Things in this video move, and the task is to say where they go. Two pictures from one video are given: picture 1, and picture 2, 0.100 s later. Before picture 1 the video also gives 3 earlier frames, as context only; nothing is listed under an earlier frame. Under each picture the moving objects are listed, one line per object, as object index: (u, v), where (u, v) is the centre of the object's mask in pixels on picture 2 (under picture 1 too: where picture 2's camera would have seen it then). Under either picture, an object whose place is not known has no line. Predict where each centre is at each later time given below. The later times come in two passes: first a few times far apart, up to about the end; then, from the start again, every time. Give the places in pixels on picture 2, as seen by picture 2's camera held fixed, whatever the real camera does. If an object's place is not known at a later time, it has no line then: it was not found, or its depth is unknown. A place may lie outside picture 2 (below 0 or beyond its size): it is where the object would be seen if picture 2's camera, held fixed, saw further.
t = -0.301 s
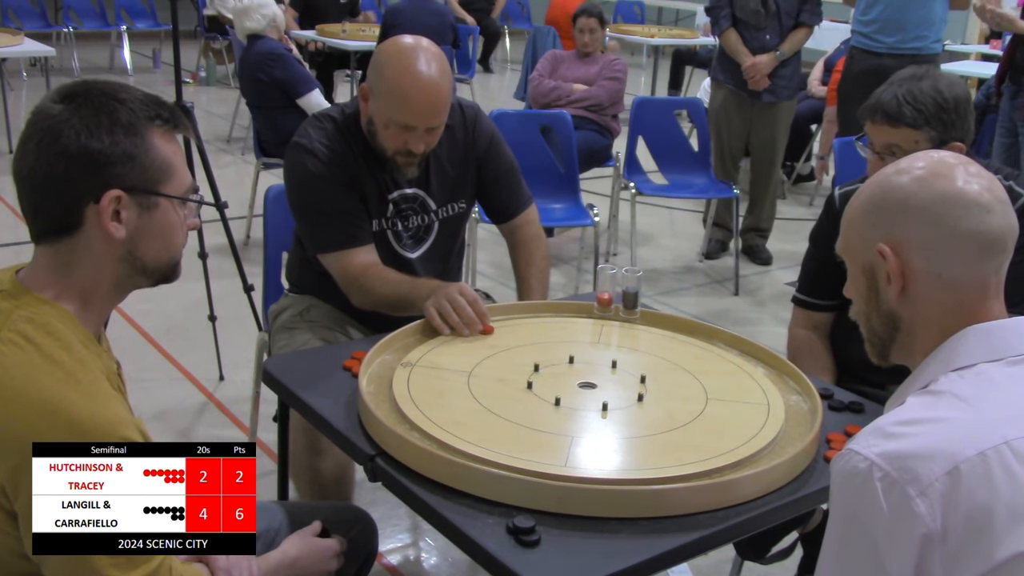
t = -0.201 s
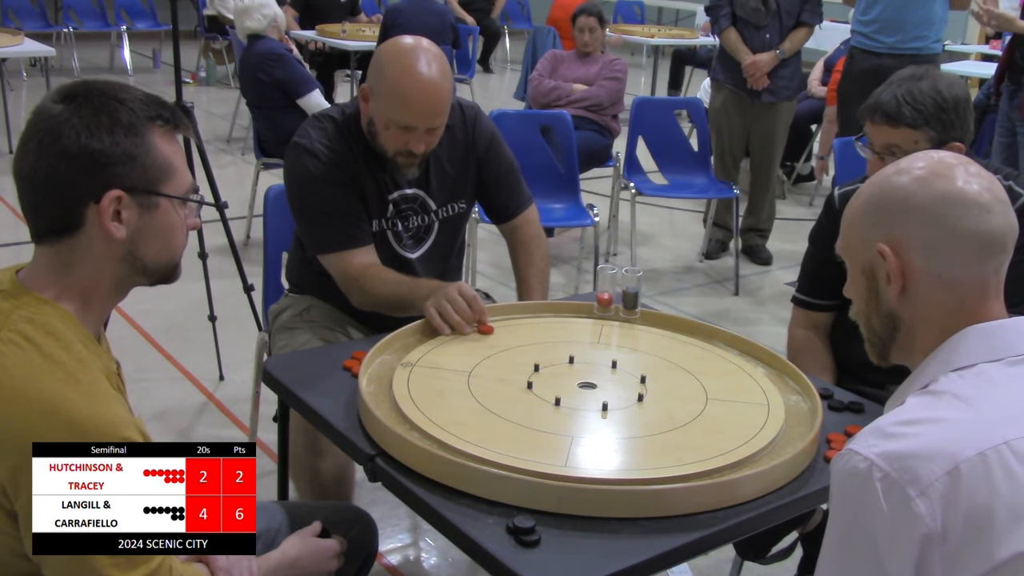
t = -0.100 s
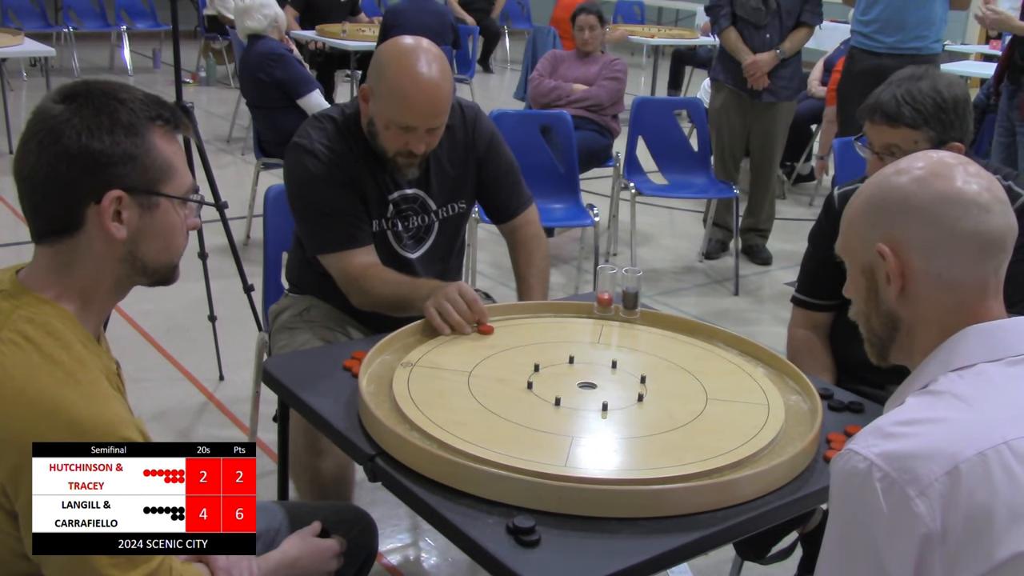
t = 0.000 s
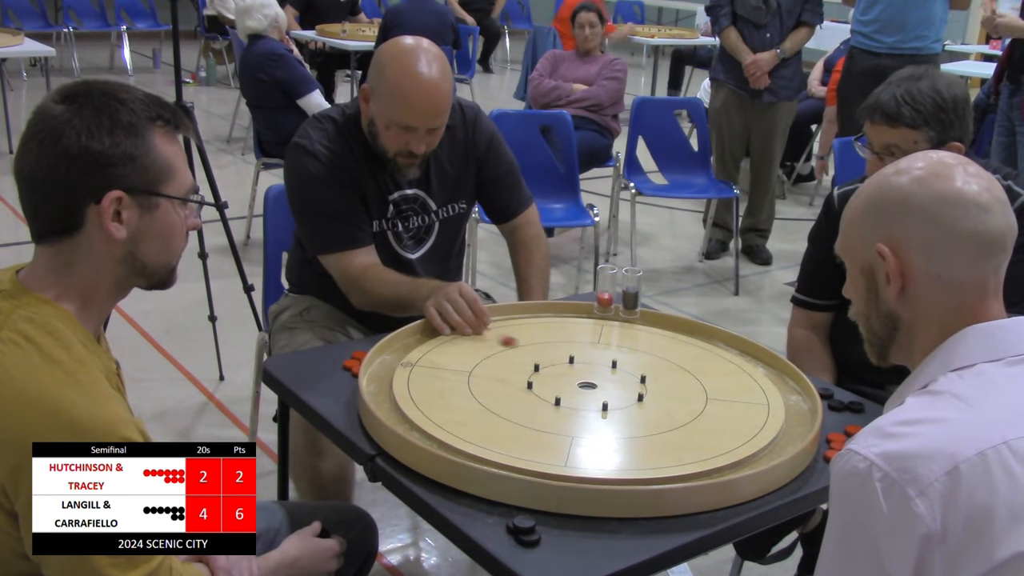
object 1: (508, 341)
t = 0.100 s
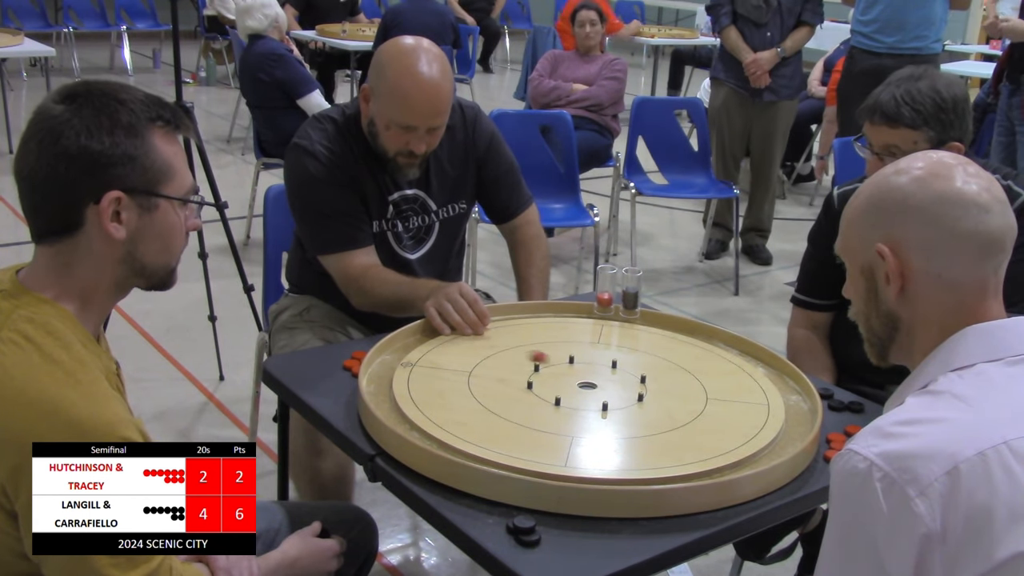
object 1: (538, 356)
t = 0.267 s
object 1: (584, 381)
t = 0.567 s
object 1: (582, 374)
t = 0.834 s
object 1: (582, 374)
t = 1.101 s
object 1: (582, 374)
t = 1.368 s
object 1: (583, 376)
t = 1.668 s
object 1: (583, 376)
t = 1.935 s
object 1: (583, 376)
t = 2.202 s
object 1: (582, 374)
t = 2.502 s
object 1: (582, 374)
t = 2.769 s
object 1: (582, 374)
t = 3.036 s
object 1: (582, 374)
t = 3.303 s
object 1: (582, 374)
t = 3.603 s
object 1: (582, 374)
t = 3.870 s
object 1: (582, 374)
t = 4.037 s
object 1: (582, 374)
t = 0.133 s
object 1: (548, 361)
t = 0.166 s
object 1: (557, 366)
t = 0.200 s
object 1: (566, 371)
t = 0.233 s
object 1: (575, 376)
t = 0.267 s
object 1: (584, 381)
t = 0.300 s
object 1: (586, 382)
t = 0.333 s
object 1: (584, 378)
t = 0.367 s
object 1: (584, 377)
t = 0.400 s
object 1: (583, 377)
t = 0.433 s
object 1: (583, 375)
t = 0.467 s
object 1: (583, 376)
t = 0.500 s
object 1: (583, 374)
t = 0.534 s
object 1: (582, 375)
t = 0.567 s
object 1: (582, 374)
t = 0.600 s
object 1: (582, 374)
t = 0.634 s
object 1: (582, 374)
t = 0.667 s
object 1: (582, 374)
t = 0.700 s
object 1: (582, 374)
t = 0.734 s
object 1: (582, 374)
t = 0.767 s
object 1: (582, 374)
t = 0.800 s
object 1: (582, 374)
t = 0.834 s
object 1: (582, 374)
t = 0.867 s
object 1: (582, 374)
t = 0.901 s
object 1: (582, 374)
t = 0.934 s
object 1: (582, 374)
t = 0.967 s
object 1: (582, 374)
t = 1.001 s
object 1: (582, 374)
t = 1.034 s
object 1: (582, 374)
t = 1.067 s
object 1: (582, 374)
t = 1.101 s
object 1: (582, 374)
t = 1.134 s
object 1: (582, 375)
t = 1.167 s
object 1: (582, 374)
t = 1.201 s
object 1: (582, 375)
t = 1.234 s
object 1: (582, 375)
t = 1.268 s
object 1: (583, 375)
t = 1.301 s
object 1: (583, 375)
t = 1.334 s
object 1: (583, 375)
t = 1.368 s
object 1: (583, 376)
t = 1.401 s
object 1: (583, 376)
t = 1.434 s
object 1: (583, 376)
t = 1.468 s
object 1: (583, 376)
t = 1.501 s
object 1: (583, 376)
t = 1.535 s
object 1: (583, 376)
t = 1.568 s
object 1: (583, 376)
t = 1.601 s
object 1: (583, 376)
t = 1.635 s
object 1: (583, 376)
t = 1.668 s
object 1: (583, 376)
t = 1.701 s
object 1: (583, 376)
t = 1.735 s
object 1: (583, 376)
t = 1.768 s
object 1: (583, 376)
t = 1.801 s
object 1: (583, 376)
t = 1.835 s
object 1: (583, 376)
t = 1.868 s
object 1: (583, 376)
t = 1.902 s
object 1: (583, 376)
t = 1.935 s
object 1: (583, 376)
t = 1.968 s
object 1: (583, 376)
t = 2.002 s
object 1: (583, 376)
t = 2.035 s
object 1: (583, 376)
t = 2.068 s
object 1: (582, 375)
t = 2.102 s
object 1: (582, 375)
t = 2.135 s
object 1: (582, 375)
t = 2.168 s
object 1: (582, 375)
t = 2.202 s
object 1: (582, 374)
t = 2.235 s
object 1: (582, 374)
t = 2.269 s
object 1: (582, 374)
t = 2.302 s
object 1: (582, 374)
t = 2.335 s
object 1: (582, 374)
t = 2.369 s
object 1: (582, 374)
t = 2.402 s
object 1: (582, 374)
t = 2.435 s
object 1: (582, 374)
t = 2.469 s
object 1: (582, 374)
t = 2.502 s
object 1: (582, 374)
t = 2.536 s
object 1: (582, 374)
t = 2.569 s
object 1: (582, 374)
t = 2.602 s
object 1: (582, 374)
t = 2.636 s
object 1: (582, 374)
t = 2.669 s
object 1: (582, 374)
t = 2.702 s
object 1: (582, 374)
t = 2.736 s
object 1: (582, 374)
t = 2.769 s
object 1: (582, 374)
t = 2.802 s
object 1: (582, 374)
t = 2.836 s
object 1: (582, 374)
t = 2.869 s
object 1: (582, 374)
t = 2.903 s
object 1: (582, 374)
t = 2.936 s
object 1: (582, 374)
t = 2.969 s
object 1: (582, 374)
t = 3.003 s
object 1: (582, 374)
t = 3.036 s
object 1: (582, 374)
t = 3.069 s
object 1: (582, 374)
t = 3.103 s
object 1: (582, 374)
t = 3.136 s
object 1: (582, 374)
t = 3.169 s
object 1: (582, 374)
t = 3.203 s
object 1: (582, 374)
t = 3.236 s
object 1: (582, 374)
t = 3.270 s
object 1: (582, 374)
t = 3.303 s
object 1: (582, 374)
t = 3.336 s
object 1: (582, 374)
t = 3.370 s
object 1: (582, 374)
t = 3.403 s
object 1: (582, 374)
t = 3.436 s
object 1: (582, 374)
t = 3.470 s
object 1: (582, 374)
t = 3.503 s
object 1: (582, 374)
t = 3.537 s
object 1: (582, 374)
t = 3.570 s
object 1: (582, 374)
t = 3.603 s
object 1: (582, 374)
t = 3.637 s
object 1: (582, 374)
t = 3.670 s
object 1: (582, 374)
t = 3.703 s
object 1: (582, 374)
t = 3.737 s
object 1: (582, 374)
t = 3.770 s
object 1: (582, 374)
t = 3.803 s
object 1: (582, 374)
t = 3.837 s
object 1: (582, 374)
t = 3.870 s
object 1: (582, 374)
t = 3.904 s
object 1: (582, 374)
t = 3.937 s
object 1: (582, 374)
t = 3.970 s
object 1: (582, 374)
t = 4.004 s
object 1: (582, 374)
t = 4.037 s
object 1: (582, 374)
